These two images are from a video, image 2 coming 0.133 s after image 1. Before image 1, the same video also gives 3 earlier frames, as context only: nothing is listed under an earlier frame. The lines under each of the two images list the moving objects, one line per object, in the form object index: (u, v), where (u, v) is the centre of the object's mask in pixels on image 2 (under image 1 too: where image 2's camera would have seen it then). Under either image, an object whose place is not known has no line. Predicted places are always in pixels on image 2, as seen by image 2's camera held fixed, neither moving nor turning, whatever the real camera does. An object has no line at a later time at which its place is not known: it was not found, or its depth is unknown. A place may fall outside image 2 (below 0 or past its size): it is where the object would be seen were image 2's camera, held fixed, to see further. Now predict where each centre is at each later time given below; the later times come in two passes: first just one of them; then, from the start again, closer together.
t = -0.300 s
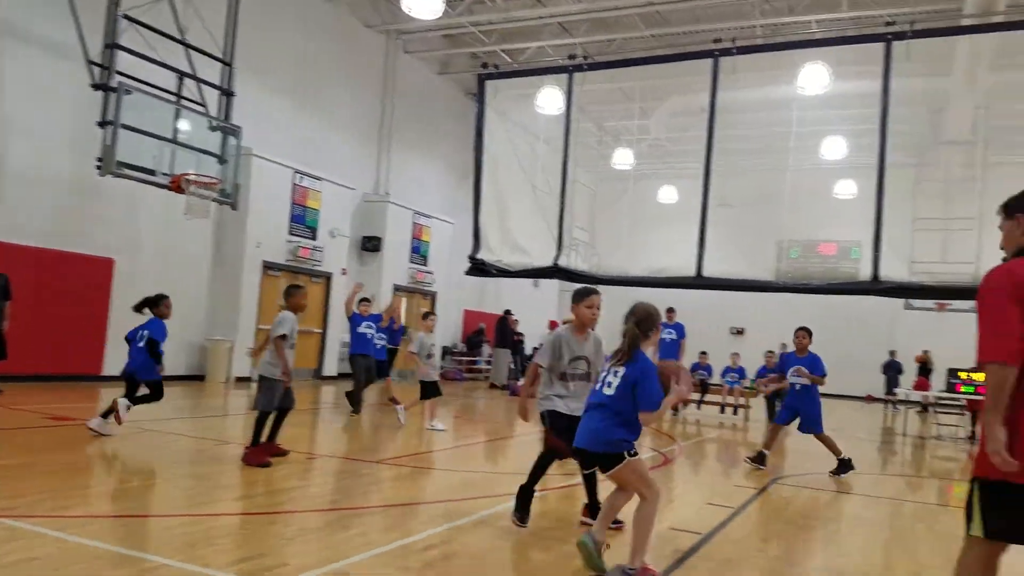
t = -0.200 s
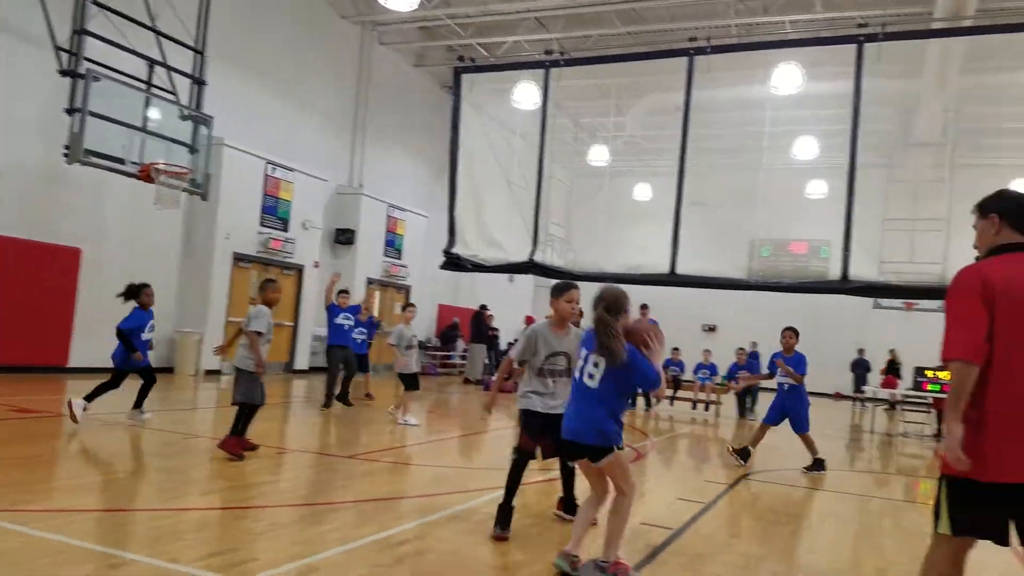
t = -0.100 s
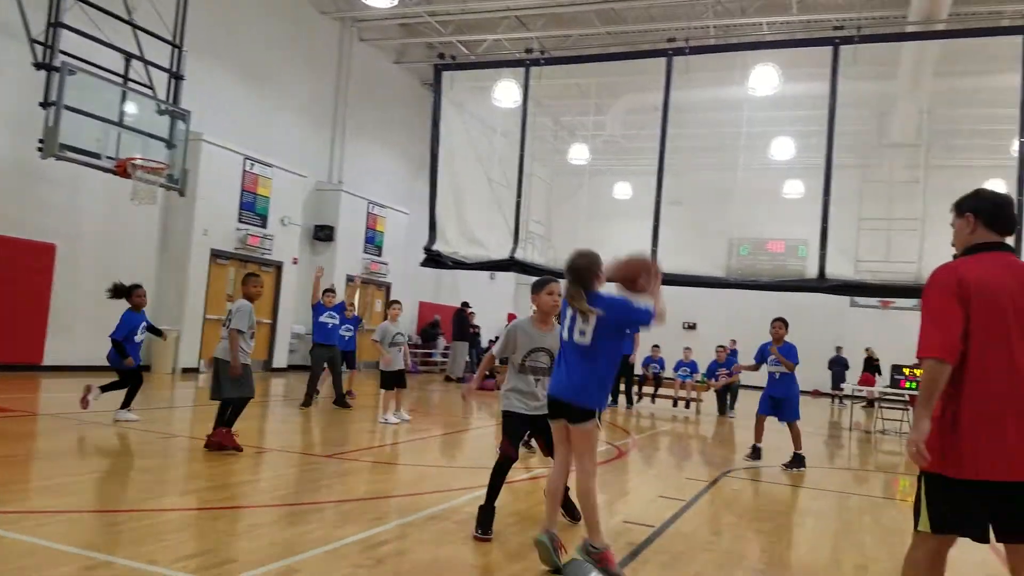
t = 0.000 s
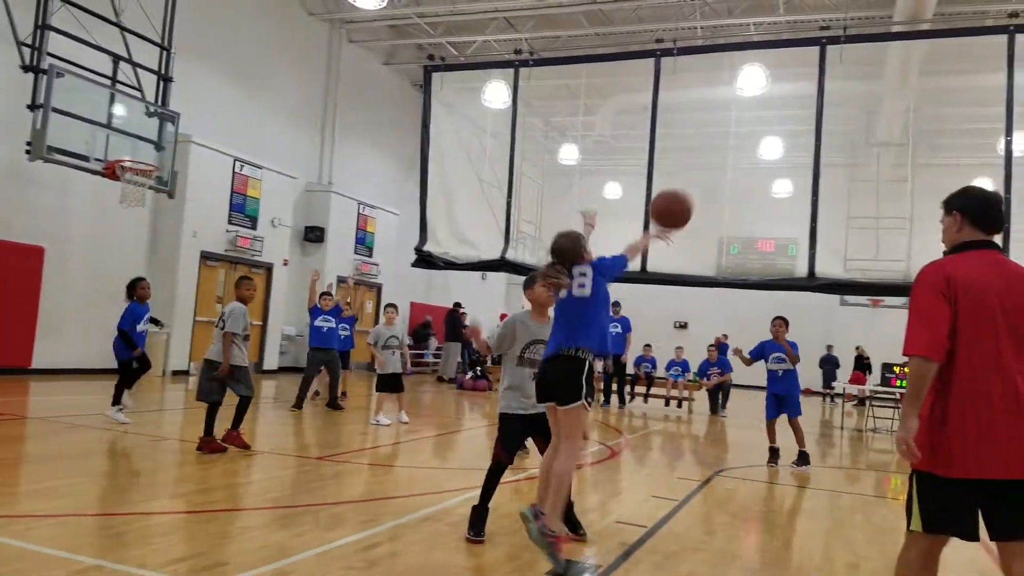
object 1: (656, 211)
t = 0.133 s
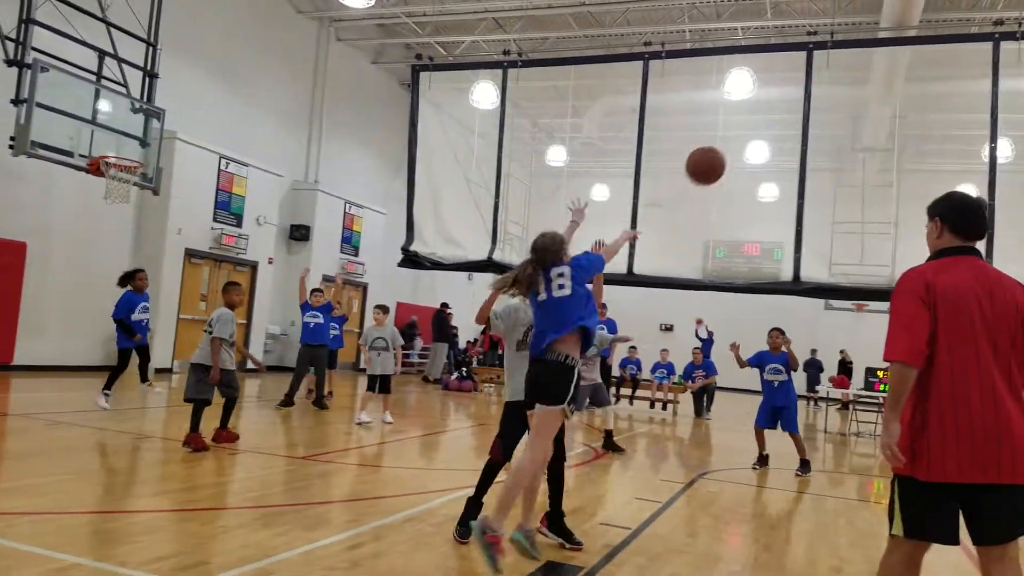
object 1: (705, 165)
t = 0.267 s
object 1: (743, 153)
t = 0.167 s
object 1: (716, 159)
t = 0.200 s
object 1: (726, 156)
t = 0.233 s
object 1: (735, 153)
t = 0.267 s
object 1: (743, 153)
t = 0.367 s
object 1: (765, 161)
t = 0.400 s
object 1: (771, 167)
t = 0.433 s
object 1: (776, 173)
